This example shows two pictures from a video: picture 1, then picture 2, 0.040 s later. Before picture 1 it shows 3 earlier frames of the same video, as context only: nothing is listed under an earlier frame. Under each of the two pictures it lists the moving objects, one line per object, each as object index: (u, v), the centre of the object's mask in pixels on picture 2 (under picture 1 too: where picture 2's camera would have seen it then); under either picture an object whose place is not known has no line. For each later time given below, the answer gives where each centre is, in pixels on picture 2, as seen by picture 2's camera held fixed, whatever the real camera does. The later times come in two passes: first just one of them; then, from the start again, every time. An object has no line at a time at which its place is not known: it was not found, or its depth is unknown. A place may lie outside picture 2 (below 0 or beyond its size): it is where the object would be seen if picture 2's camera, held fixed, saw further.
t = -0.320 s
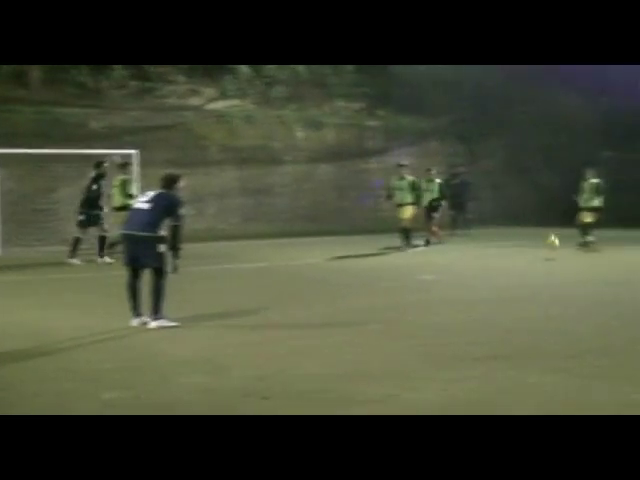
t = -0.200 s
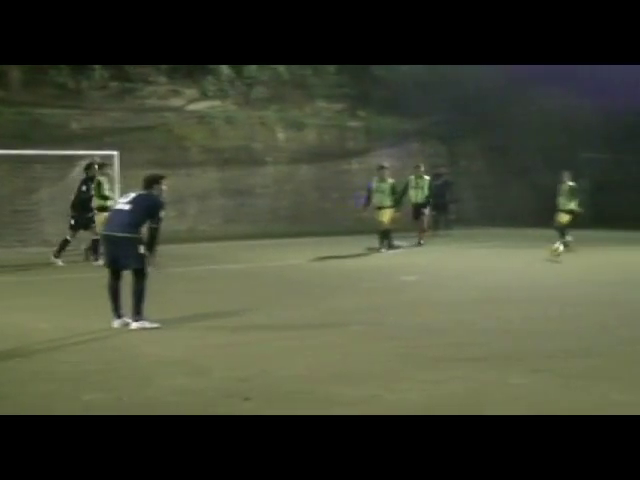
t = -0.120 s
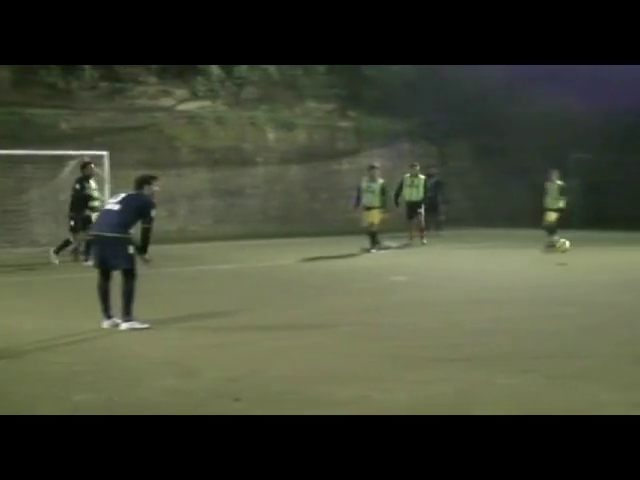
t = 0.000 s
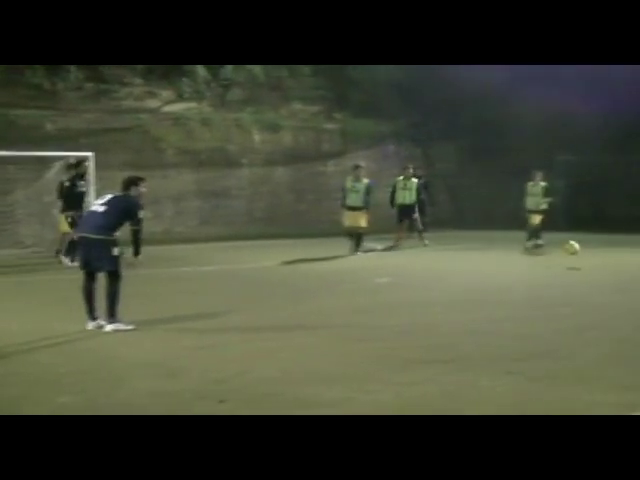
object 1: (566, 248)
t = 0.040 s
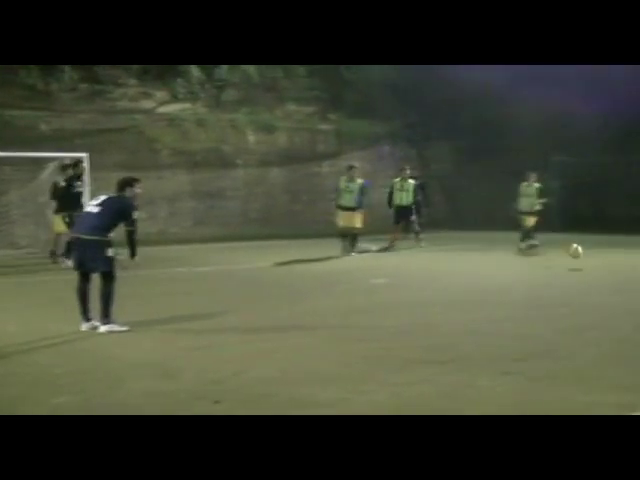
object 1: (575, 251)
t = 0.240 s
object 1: (617, 260)
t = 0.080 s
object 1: (583, 254)
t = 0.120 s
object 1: (591, 258)
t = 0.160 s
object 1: (599, 263)
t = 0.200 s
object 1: (608, 262)
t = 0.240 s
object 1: (617, 260)
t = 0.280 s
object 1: (626, 258)
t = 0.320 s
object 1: (635, 258)
